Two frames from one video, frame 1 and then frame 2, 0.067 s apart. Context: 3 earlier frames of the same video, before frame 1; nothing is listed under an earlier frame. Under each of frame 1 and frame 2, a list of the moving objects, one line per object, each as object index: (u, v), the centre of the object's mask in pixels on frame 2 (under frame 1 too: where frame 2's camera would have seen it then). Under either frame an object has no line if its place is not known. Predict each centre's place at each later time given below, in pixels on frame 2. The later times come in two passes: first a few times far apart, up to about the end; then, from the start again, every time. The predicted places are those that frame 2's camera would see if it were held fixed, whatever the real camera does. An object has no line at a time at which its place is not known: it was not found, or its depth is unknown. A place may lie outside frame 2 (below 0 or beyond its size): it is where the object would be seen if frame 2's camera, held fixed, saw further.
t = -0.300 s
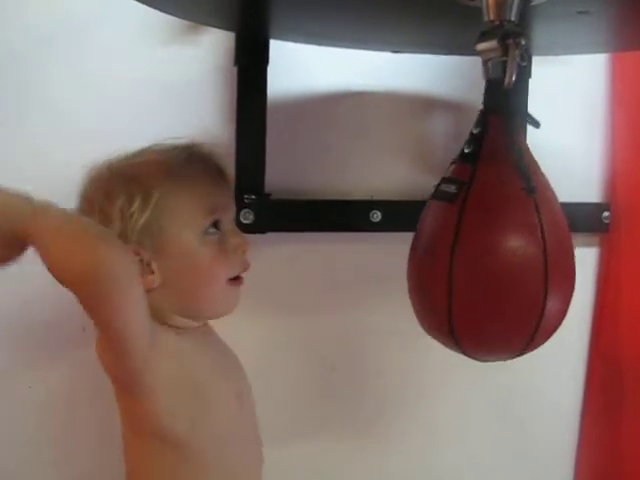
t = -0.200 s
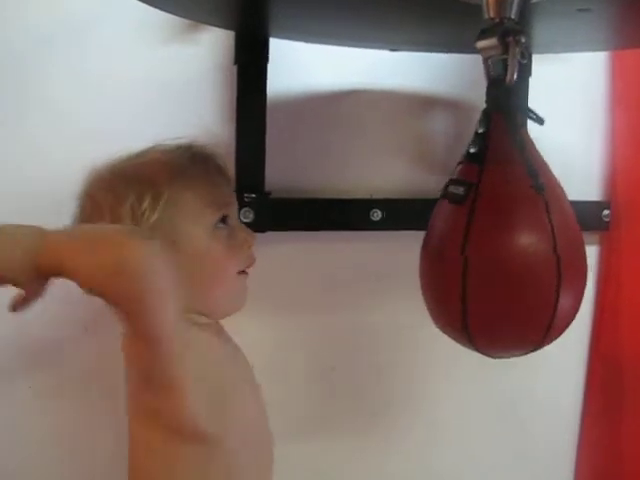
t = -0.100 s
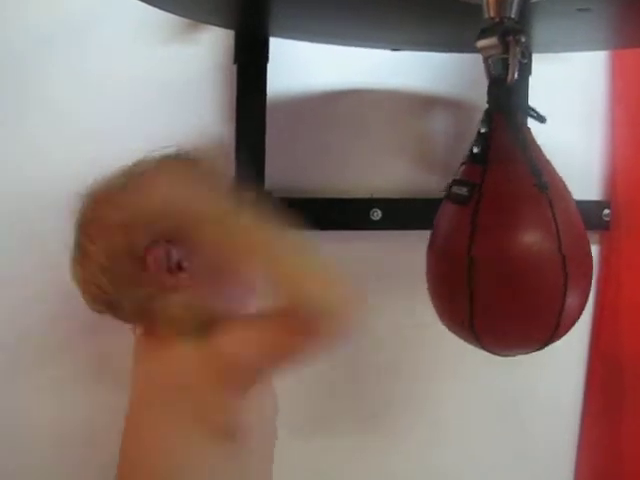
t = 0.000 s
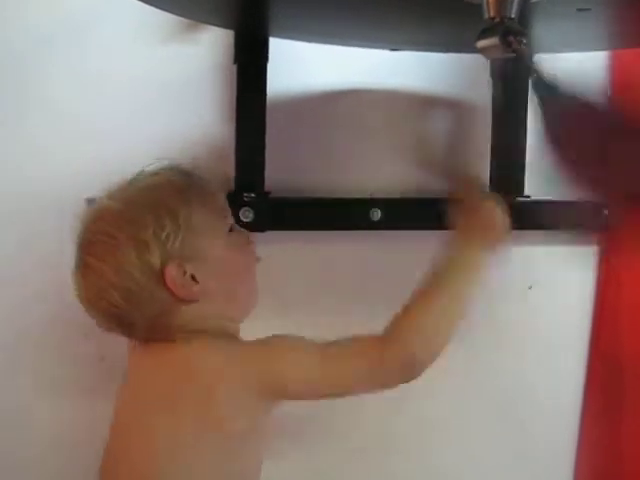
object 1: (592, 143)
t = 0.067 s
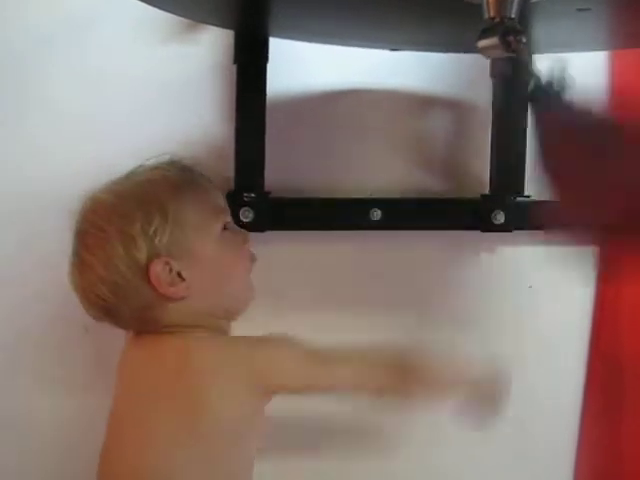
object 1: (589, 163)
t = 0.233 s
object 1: (314, 96)
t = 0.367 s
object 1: (568, 195)
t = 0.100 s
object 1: (545, 224)
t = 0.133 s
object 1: (460, 234)
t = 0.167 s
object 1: (362, 176)
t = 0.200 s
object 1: (310, 56)
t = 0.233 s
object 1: (314, 96)
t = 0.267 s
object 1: (364, 186)
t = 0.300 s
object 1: (437, 231)
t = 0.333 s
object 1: (513, 243)
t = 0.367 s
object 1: (568, 195)
